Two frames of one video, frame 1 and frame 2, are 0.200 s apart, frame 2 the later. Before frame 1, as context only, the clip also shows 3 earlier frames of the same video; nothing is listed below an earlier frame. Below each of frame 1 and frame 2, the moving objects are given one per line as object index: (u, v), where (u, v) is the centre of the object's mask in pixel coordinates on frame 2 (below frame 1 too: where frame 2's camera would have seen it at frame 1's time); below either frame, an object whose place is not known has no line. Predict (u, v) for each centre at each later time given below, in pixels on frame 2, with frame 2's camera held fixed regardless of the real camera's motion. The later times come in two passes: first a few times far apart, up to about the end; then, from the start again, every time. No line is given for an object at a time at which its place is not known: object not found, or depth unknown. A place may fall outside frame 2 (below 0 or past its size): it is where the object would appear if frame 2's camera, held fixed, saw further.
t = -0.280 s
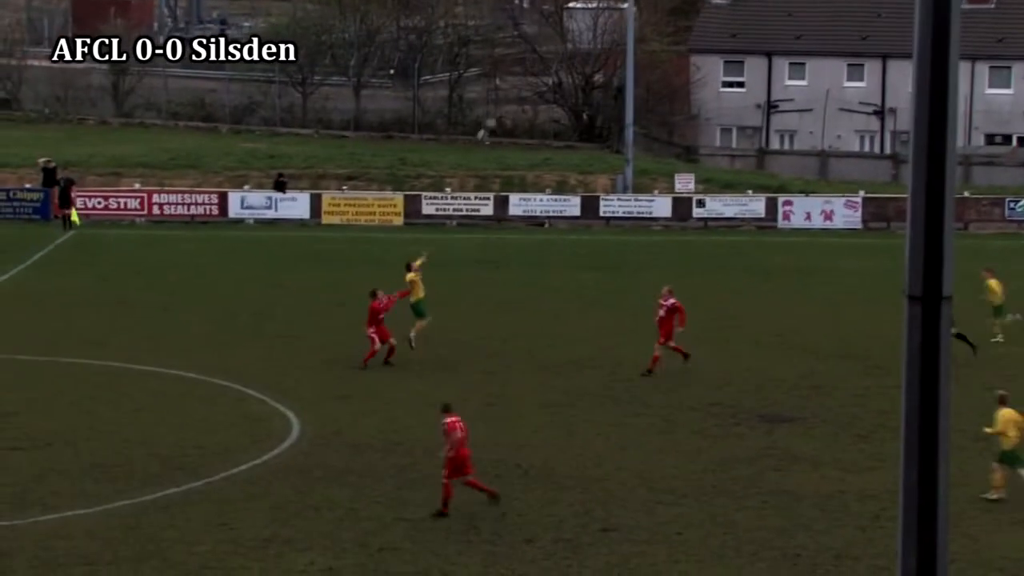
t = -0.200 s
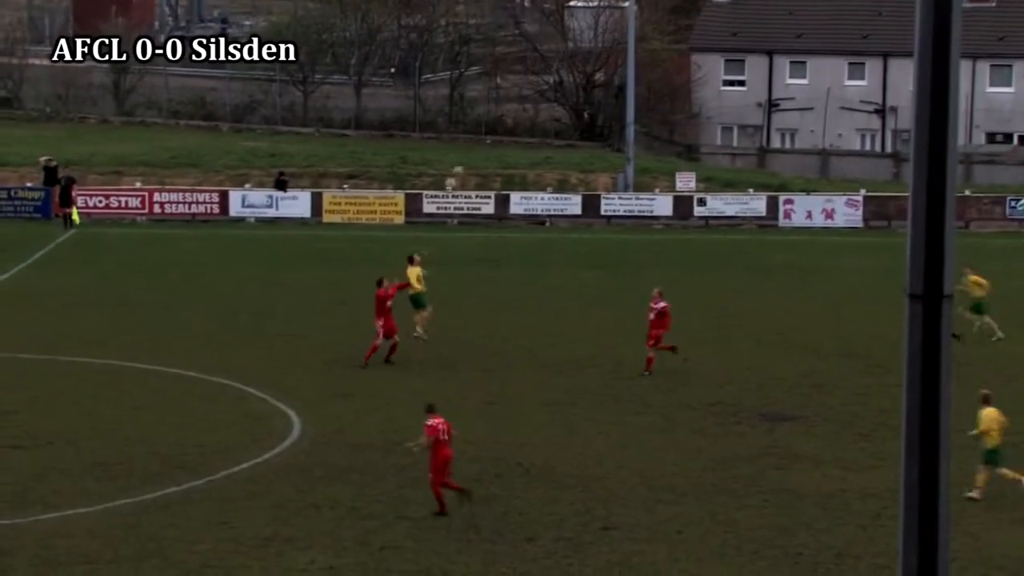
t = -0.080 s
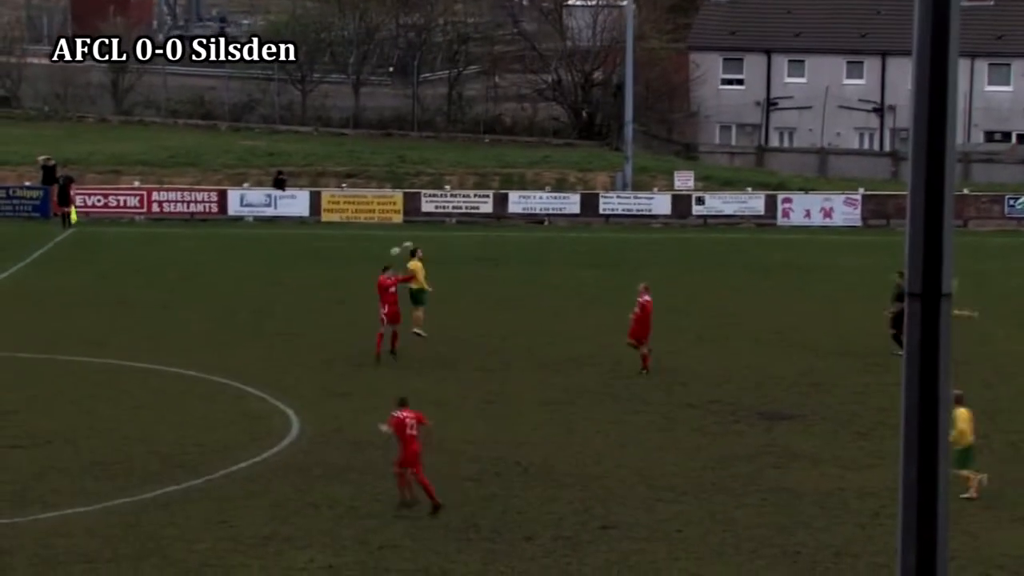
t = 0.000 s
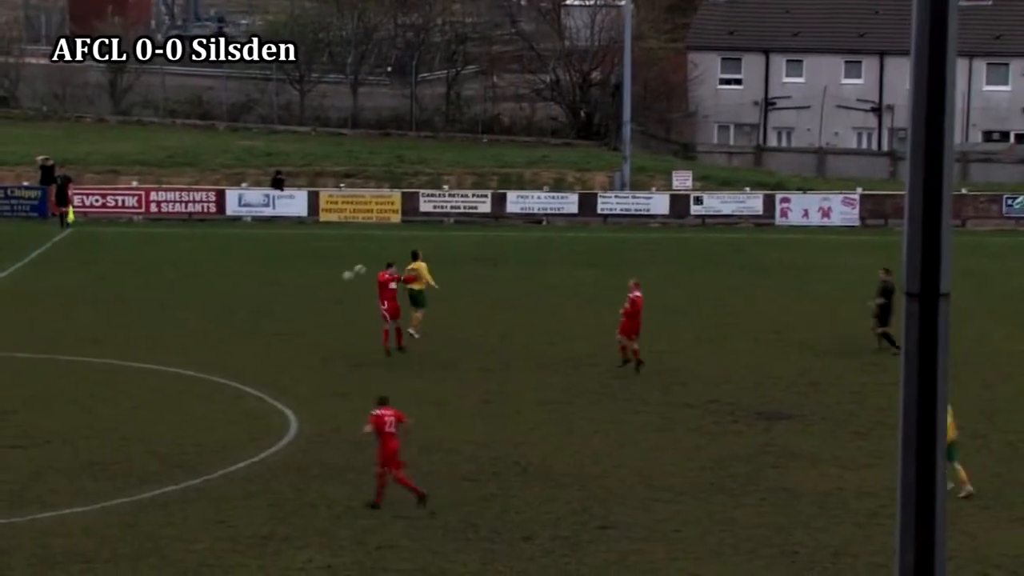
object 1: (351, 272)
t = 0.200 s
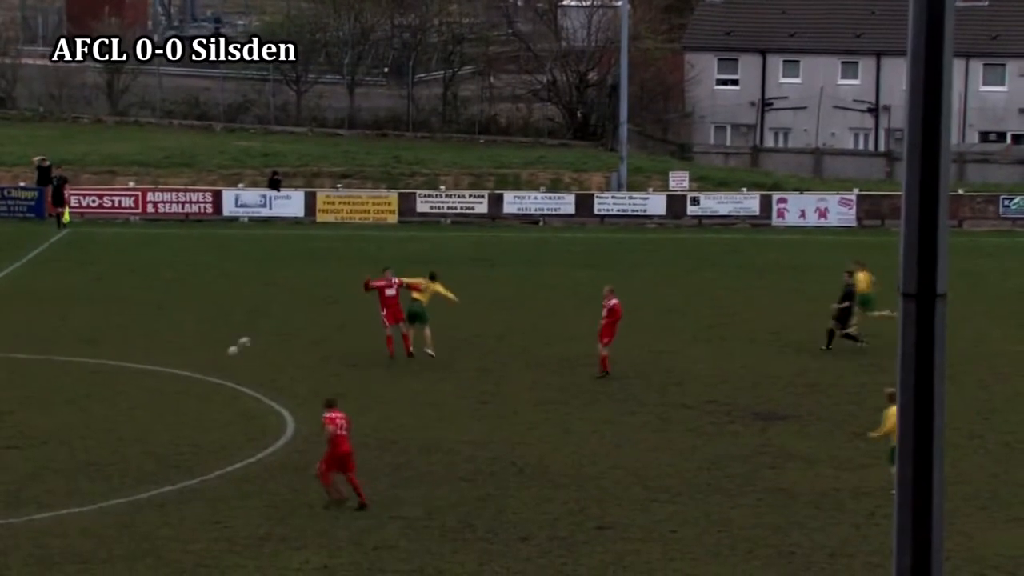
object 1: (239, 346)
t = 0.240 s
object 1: (220, 353)
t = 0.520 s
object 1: (121, 288)
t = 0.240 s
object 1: (220, 353)
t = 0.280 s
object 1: (205, 341)
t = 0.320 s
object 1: (191, 330)
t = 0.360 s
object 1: (177, 320)
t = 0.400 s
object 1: (162, 311)
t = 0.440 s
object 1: (148, 302)
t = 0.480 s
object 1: (135, 295)
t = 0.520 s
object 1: (121, 288)
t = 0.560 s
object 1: (107, 283)
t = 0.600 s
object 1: (93, 278)
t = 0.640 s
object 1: (79, 275)
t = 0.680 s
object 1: (65, 272)
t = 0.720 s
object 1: (52, 270)
